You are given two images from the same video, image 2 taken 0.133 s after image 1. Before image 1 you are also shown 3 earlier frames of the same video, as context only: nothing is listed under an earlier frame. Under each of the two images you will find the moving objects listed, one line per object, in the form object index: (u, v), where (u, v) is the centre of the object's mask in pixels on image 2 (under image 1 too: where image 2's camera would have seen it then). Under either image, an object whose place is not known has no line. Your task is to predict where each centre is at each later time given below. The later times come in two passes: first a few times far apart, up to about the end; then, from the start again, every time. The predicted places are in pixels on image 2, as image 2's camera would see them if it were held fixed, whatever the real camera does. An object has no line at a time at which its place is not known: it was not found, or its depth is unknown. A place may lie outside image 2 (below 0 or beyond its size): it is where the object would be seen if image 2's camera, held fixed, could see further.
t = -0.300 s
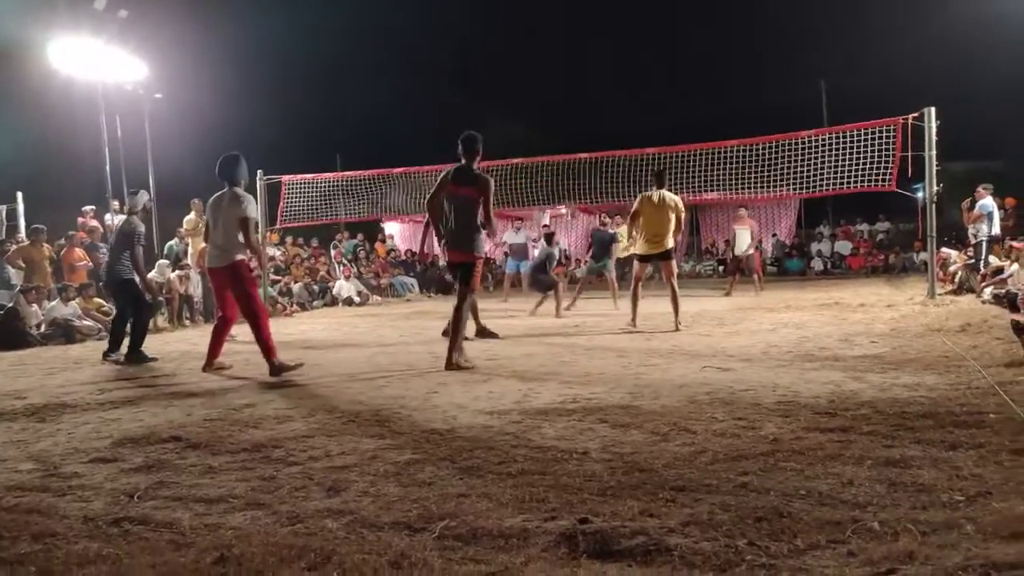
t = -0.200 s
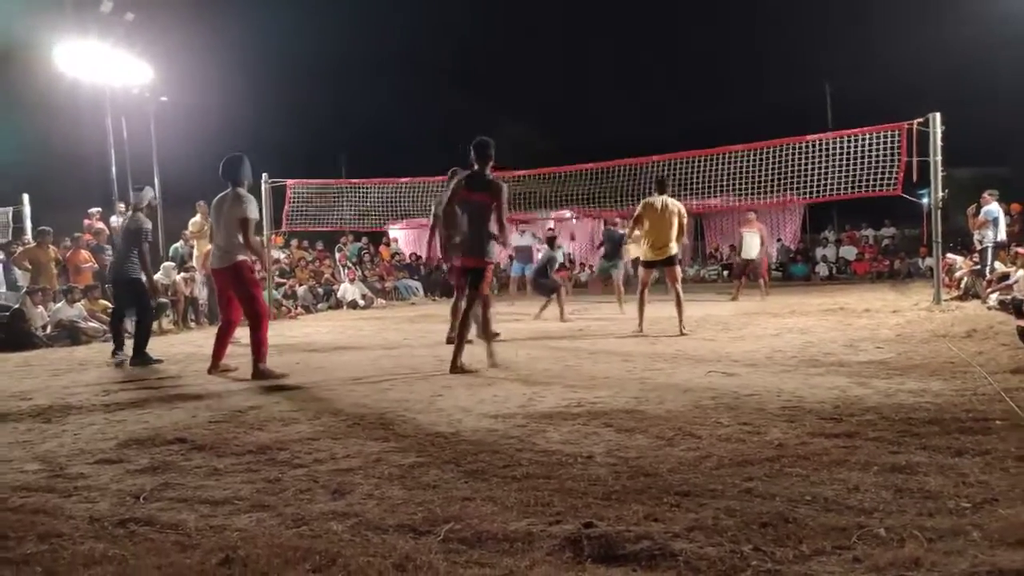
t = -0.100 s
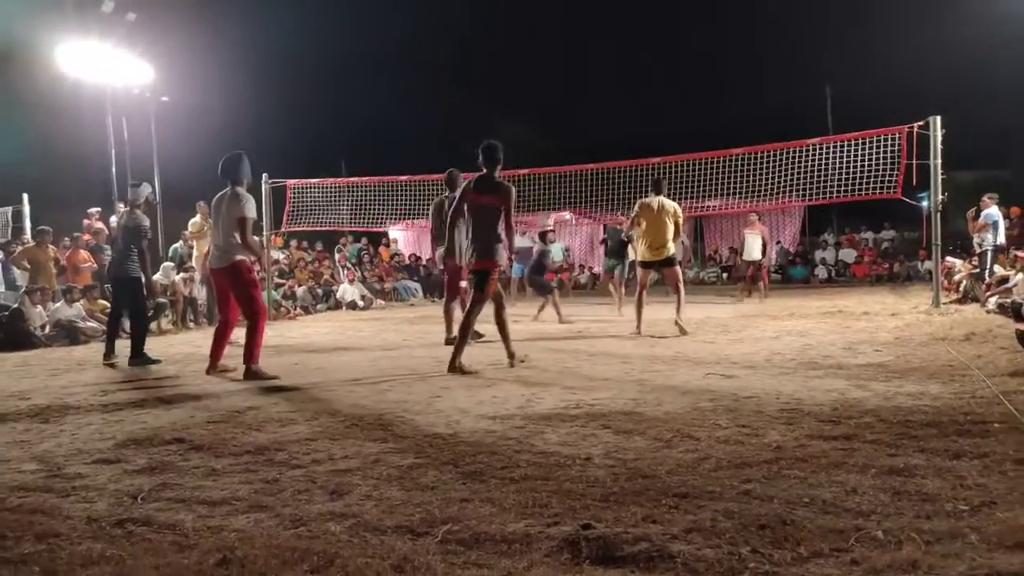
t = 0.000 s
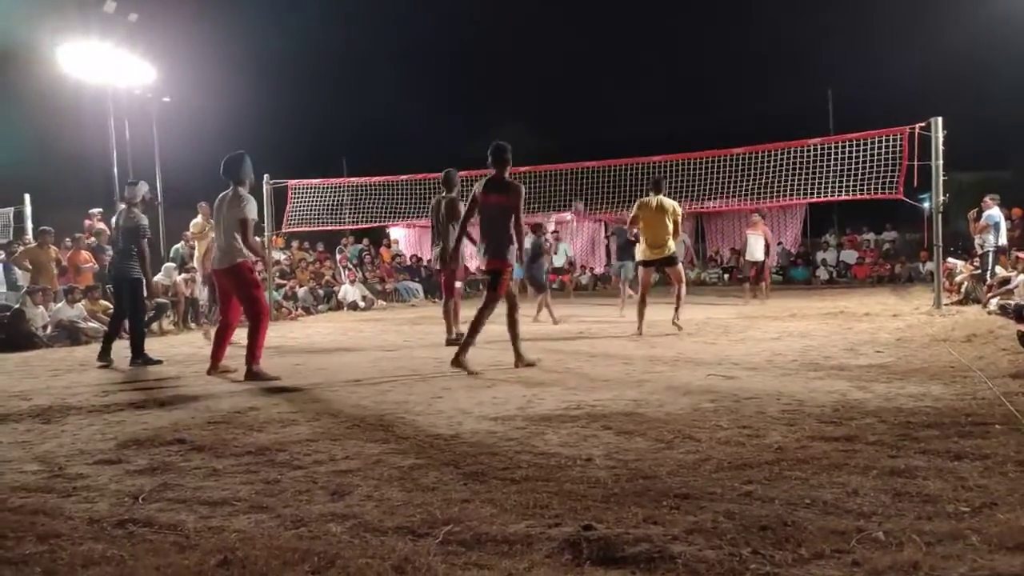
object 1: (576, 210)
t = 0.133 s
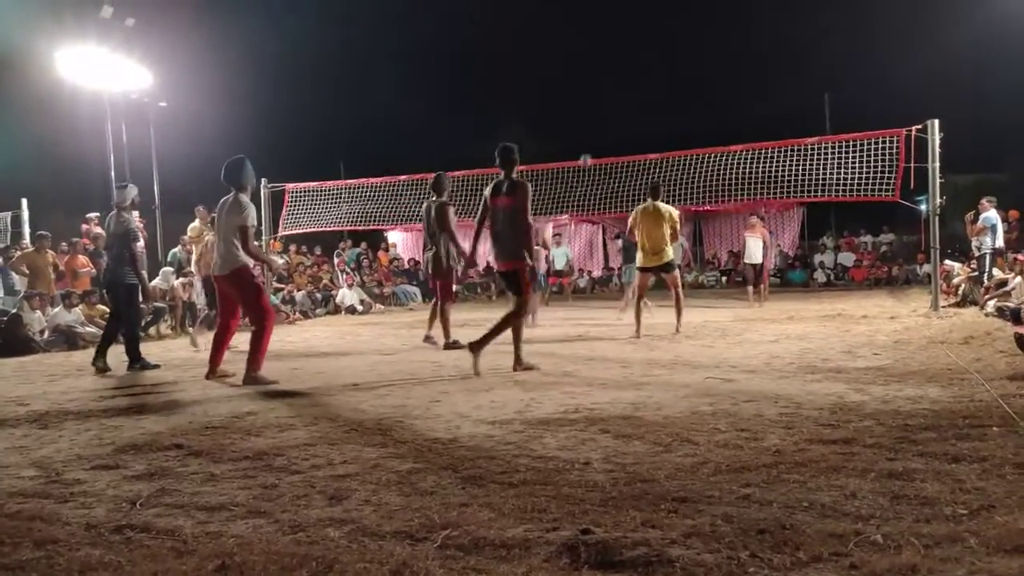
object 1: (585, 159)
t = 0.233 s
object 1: (592, 131)
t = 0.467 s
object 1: (612, 85)
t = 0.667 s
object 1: (631, 77)
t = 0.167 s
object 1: (588, 151)
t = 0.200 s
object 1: (590, 140)
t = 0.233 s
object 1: (592, 131)
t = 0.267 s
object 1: (595, 123)
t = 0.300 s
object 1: (598, 115)
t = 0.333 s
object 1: (601, 108)
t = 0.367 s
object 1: (604, 101)
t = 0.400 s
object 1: (607, 95)
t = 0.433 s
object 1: (609, 90)
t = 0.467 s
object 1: (612, 85)
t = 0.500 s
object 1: (615, 83)
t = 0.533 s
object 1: (618, 80)
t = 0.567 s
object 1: (622, 78)
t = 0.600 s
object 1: (625, 77)
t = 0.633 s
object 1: (627, 77)
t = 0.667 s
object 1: (631, 77)
